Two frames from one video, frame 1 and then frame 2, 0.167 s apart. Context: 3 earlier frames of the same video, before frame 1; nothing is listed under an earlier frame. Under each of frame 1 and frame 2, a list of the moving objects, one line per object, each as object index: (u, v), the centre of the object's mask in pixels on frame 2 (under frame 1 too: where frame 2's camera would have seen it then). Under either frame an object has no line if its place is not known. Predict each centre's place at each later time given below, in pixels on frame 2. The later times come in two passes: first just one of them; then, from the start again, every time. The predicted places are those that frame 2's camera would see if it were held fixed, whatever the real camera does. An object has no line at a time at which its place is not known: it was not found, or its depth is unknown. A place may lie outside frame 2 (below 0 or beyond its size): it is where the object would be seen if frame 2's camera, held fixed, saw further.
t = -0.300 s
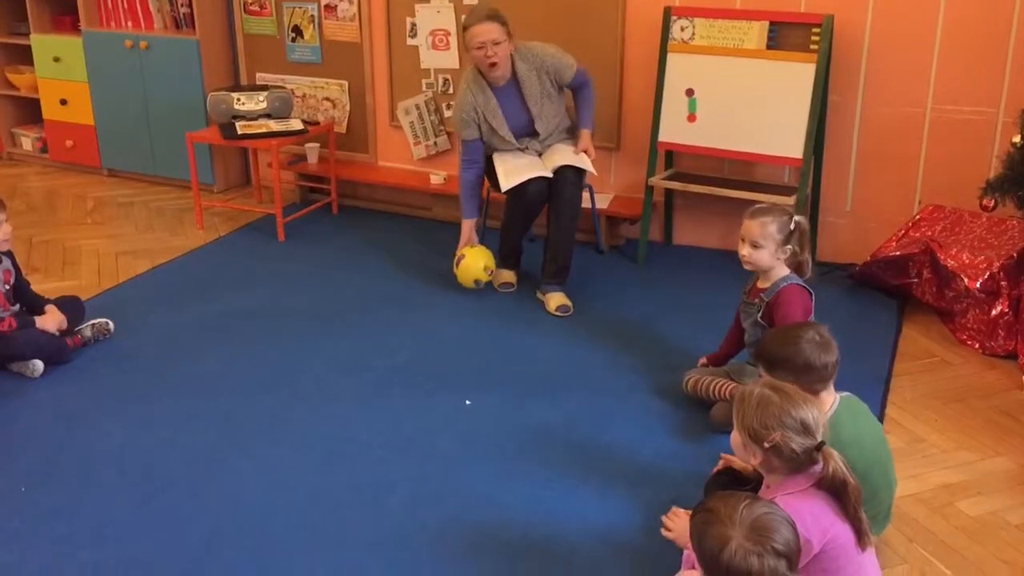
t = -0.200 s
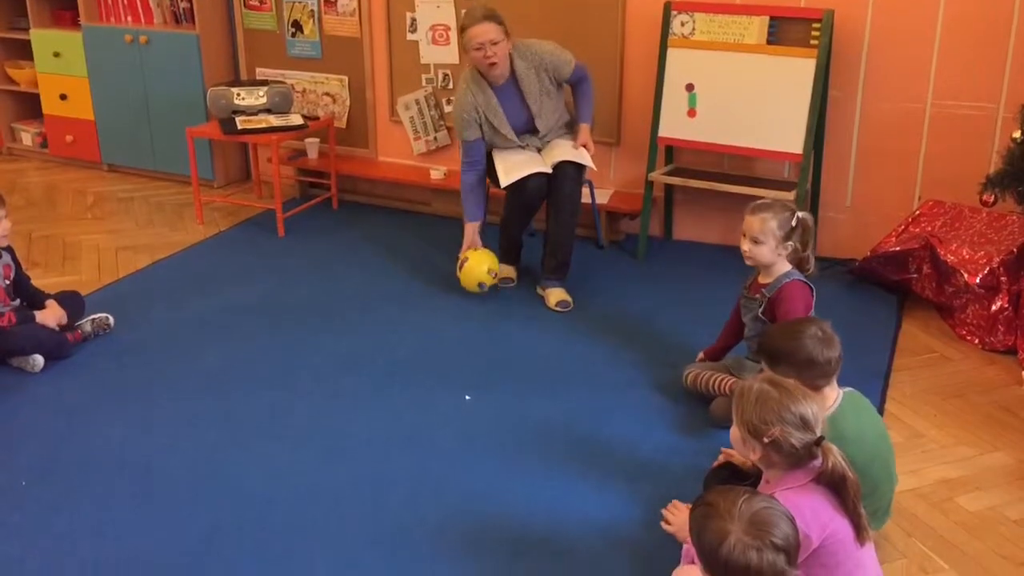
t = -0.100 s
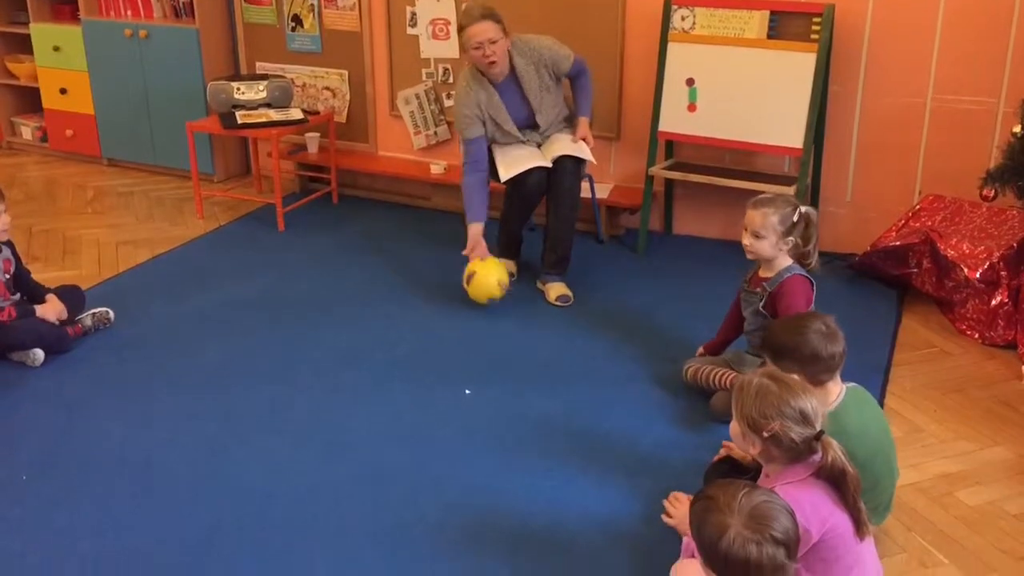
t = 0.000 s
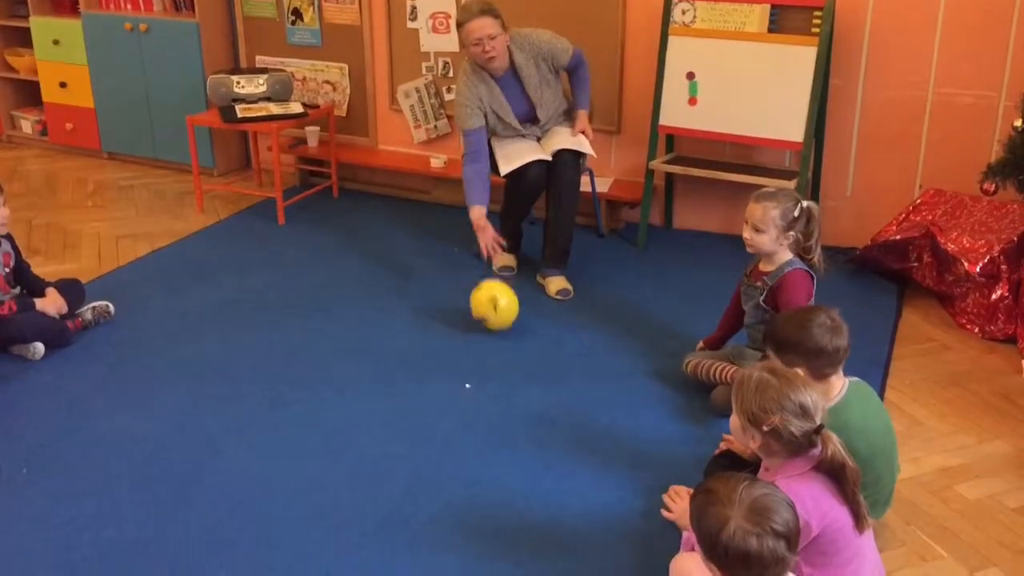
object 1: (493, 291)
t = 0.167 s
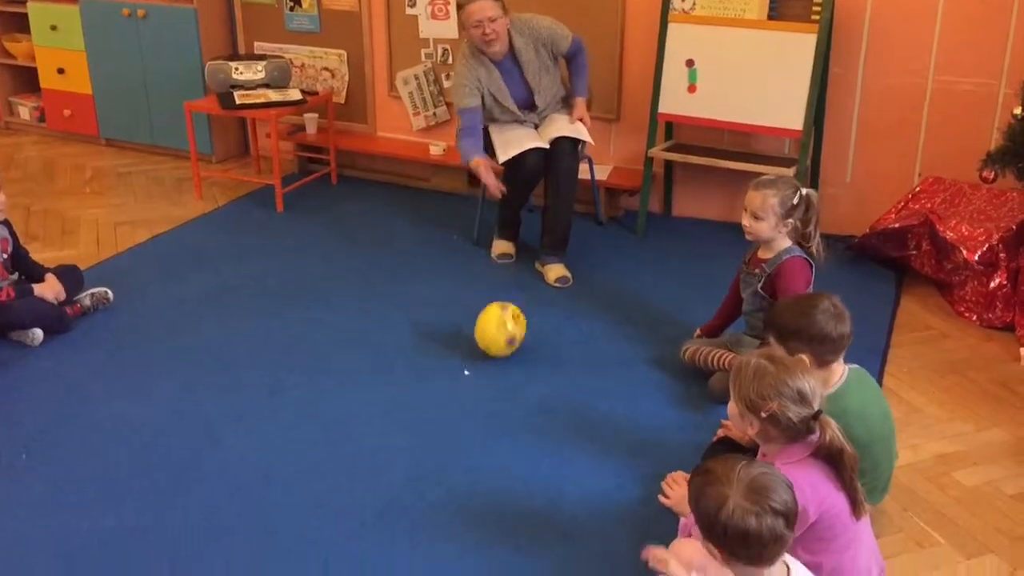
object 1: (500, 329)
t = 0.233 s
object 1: (503, 349)
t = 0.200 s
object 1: (502, 342)
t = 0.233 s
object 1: (503, 349)
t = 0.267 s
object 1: (505, 355)
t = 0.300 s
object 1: (507, 364)
